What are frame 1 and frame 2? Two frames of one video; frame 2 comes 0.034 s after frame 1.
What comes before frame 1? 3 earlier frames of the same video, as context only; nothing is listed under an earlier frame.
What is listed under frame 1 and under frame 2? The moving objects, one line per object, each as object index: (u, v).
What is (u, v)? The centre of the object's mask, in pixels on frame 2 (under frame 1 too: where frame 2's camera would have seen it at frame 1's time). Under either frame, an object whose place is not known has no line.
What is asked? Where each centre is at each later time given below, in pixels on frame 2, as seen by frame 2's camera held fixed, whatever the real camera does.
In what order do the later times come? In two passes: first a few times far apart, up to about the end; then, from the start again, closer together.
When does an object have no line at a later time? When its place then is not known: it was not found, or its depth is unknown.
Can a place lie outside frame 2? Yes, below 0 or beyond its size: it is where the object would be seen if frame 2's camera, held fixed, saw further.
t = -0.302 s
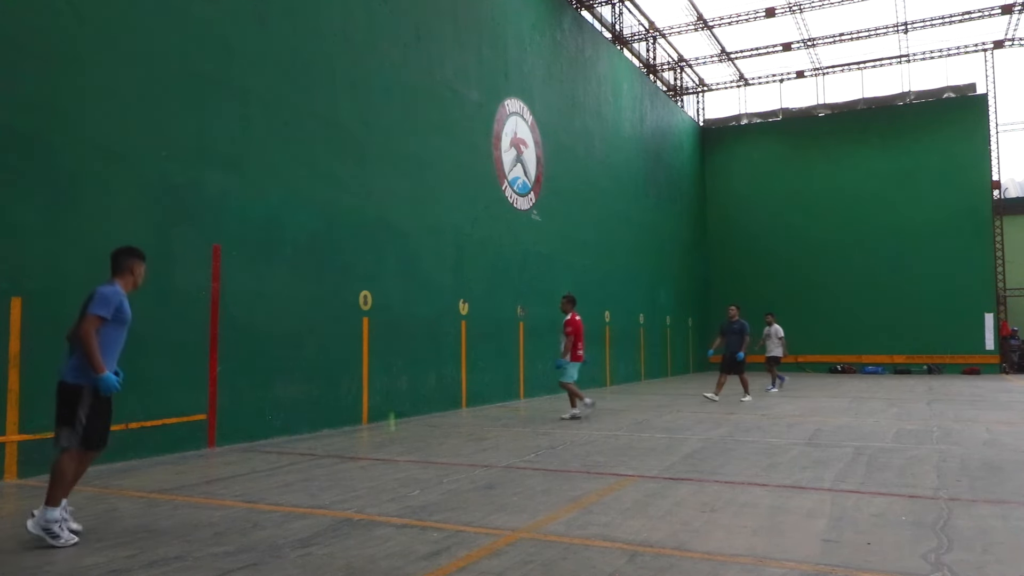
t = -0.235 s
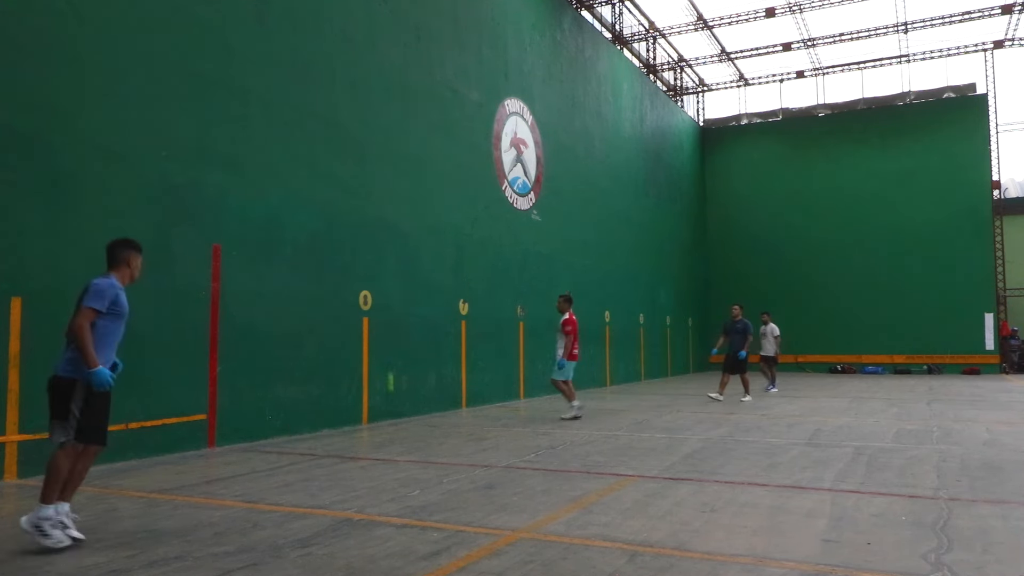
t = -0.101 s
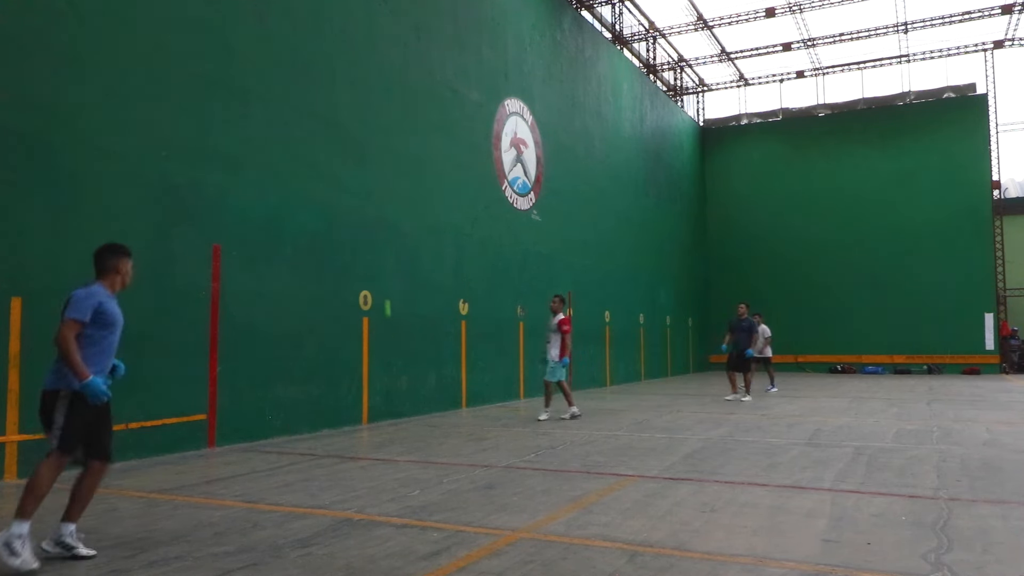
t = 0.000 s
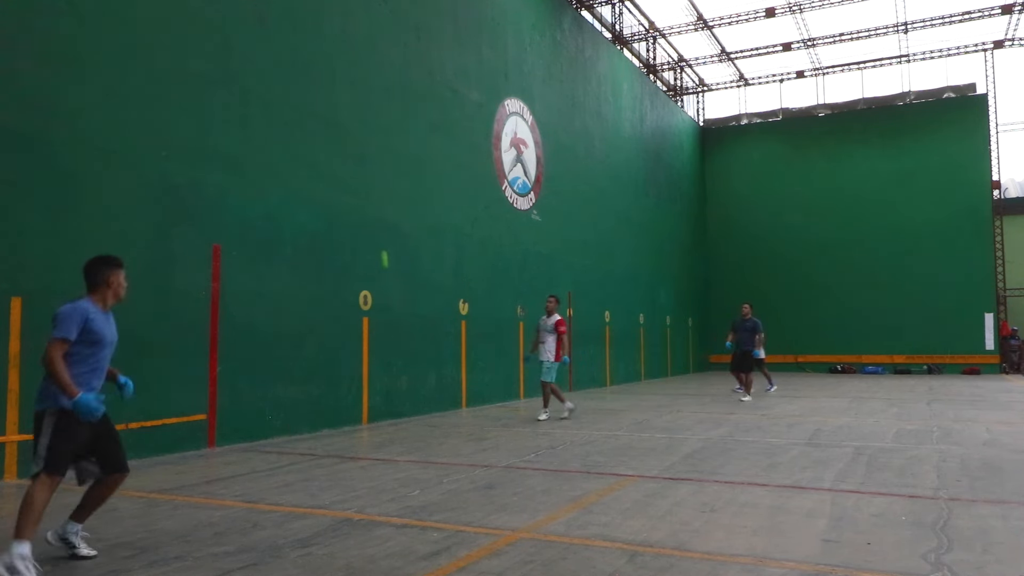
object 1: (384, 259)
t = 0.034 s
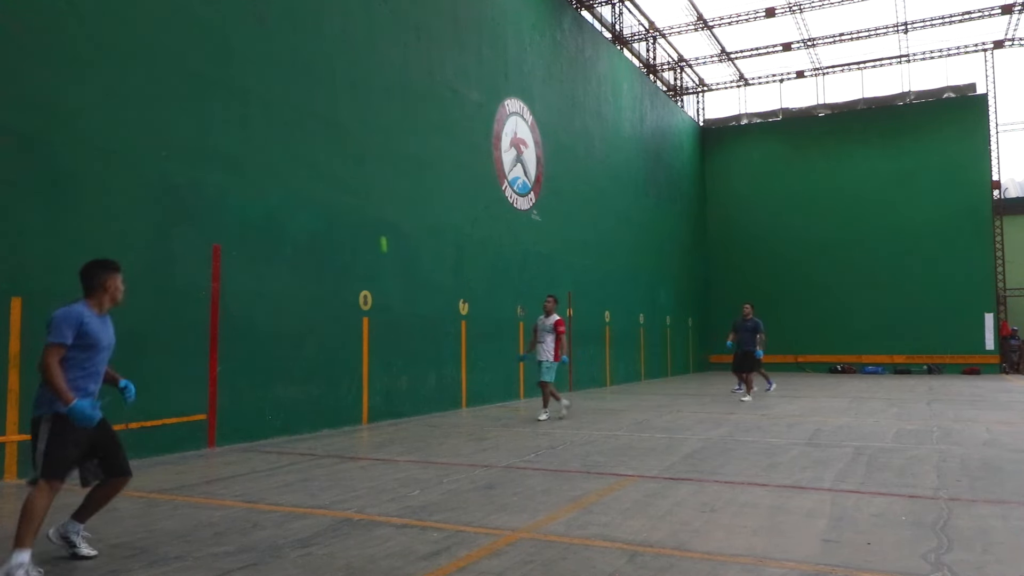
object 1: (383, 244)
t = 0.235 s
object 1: (375, 170)
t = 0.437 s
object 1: (365, 126)
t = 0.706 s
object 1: (347, 135)
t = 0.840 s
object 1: (336, 177)
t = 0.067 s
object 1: (382, 230)
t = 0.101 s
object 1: (381, 216)
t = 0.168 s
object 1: (378, 192)
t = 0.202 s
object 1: (377, 180)
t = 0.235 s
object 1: (375, 170)
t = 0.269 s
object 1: (374, 160)
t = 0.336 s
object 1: (371, 144)
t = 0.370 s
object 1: (369, 137)
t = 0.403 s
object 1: (367, 131)
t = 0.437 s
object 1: (365, 126)
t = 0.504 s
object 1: (361, 121)
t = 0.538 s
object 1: (359, 120)
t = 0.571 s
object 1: (357, 120)
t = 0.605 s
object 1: (355, 121)
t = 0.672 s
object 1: (350, 128)
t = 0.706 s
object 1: (347, 135)
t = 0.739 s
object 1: (345, 142)
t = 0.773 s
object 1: (342, 152)
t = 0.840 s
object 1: (336, 177)
